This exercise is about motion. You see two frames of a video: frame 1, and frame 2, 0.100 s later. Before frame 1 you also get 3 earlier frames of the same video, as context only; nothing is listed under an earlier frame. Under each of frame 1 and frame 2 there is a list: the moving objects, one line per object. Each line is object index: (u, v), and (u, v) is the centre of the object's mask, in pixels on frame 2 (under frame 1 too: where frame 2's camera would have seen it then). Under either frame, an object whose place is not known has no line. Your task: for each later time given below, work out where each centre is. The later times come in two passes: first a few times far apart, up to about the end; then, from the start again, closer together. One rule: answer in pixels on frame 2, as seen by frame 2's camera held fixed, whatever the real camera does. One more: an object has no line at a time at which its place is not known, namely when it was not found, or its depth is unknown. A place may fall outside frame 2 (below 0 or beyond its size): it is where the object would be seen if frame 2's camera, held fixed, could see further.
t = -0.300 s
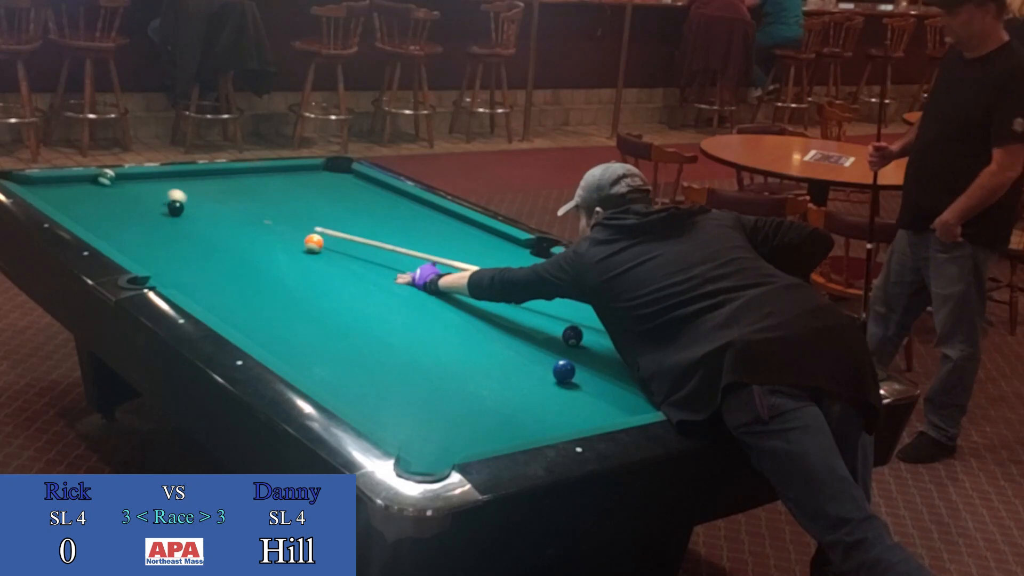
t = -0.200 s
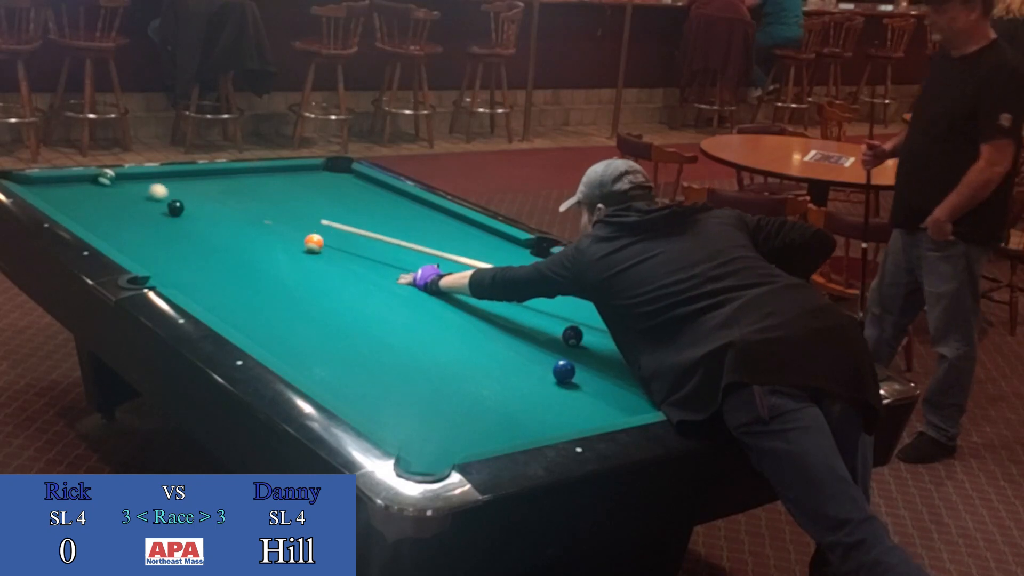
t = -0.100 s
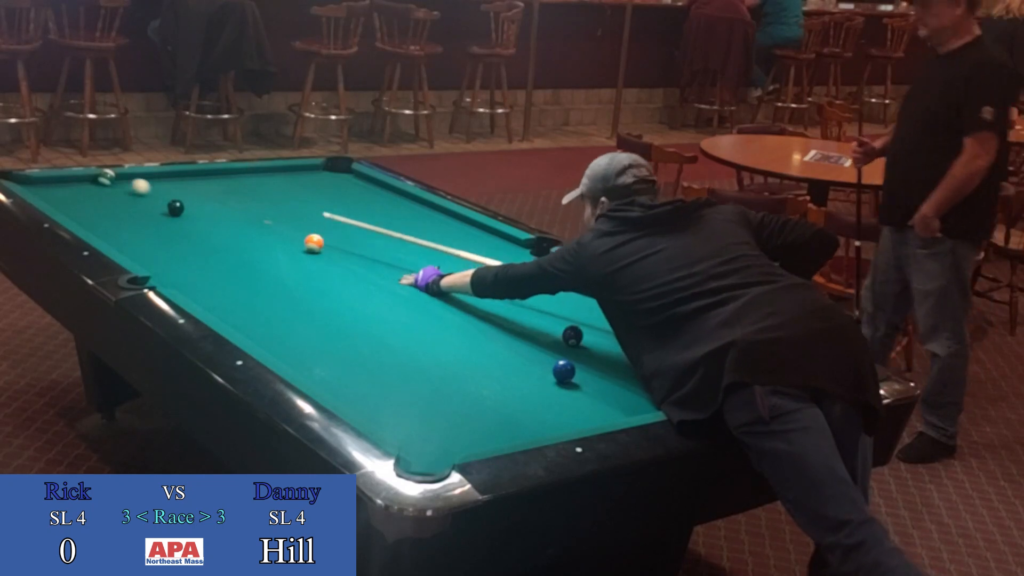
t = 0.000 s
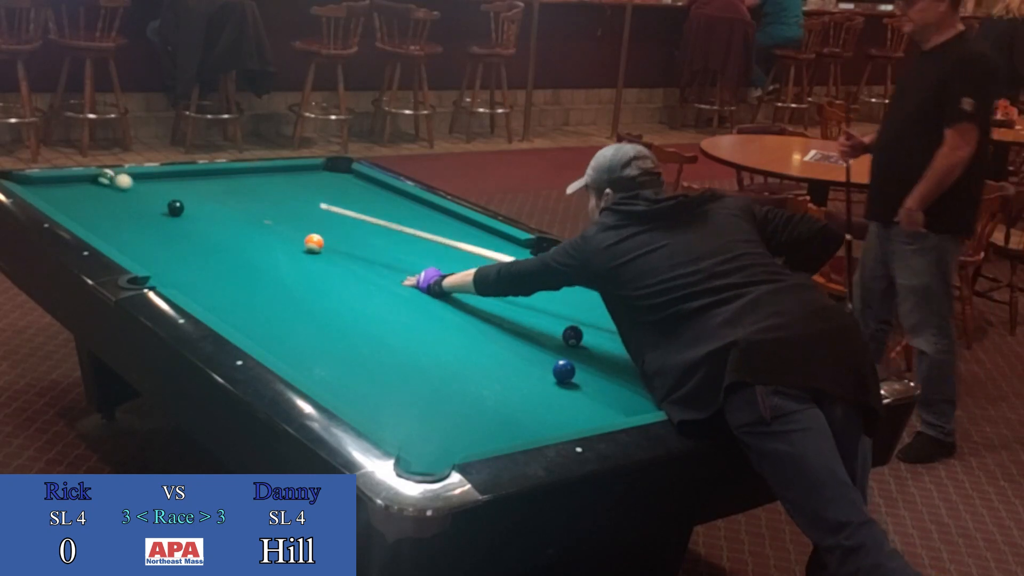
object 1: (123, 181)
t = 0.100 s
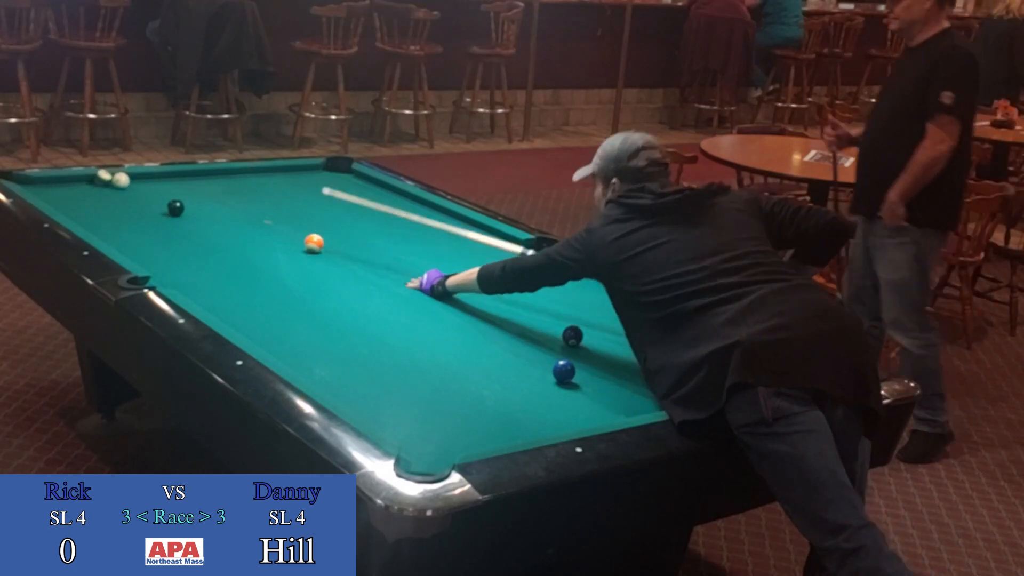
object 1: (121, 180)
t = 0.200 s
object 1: (125, 181)
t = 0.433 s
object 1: (132, 181)
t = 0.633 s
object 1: (138, 181)
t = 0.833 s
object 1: (143, 182)
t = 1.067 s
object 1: (147, 182)
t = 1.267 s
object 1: (150, 182)
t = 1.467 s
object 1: (152, 182)
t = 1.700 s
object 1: (153, 182)
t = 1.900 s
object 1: (153, 182)
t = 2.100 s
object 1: (153, 182)
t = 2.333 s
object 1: (153, 182)
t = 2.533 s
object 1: (153, 182)
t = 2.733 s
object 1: (153, 182)
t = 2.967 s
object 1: (153, 182)
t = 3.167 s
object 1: (153, 182)
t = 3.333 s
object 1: (153, 182)
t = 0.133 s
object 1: (122, 181)
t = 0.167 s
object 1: (124, 181)
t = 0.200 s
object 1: (125, 181)
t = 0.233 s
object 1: (126, 181)
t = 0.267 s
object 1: (127, 181)
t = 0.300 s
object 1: (129, 181)
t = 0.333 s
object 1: (129, 181)
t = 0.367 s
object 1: (130, 181)
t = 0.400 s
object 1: (131, 181)
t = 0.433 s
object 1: (132, 181)
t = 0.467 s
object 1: (133, 181)
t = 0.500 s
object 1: (134, 181)
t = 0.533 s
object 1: (135, 181)
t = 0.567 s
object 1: (136, 181)
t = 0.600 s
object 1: (137, 181)
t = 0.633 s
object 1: (138, 181)
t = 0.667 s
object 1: (139, 182)
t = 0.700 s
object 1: (140, 182)
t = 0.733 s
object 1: (140, 182)
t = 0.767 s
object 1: (141, 182)
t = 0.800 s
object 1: (142, 182)
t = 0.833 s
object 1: (143, 182)
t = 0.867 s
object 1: (144, 182)
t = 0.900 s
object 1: (144, 182)
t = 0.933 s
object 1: (145, 182)
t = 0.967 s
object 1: (146, 182)
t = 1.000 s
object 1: (146, 182)
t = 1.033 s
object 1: (147, 182)
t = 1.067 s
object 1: (147, 182)
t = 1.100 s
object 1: (148, 182)
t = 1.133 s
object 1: (148, 182)
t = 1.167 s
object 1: (149, 182)
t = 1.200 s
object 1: (149, 182)
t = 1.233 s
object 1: (150, 182)
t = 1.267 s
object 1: (150, 182)
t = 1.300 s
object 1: (150, 182)
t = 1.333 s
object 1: (151, 182)
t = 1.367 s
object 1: (151, 182)
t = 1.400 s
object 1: (151, 182)
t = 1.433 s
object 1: (151, 182)
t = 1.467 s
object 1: (152, 182)
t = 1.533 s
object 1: (152, 182)
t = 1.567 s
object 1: (152, 182)
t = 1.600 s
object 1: (152, 182)
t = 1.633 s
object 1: (152, 182)
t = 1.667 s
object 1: (153, 182)
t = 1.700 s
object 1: (153, 182)
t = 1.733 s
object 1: (153, 182)
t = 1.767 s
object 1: (153, 182)
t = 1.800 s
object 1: (153, 182)
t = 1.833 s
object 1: (153, 182)
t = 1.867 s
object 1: (153, 182)
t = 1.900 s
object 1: (153, 182)
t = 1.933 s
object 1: (153, 182)
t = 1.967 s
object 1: (153, 182)
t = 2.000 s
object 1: (153, 182)
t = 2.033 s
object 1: (153, 182)
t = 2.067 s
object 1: (153, 182)
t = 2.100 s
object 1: (153, 182)
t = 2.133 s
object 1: (153, 182)
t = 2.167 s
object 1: (153, 182)
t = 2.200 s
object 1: (153, 182)
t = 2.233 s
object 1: (153, 182)
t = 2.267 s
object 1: (153, 182)
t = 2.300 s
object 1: (153, 182)
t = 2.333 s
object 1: (153, 182)
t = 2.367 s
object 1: (153, 182)
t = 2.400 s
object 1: (153, 182)
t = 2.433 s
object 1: (153, 182)
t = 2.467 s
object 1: (153, 182)
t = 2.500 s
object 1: (153, 182)
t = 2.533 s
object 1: (153, 182)
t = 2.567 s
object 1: (153, 182)
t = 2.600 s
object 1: (153, 182)
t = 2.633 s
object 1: (153, 182)
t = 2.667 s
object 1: (153, 182)
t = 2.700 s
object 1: (153, 182)
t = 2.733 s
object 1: (153, 182)
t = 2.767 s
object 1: (153, 182)
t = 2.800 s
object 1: (153, 182)
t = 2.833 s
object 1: (153, 182)
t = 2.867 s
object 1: (153, 182)
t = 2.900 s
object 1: (153, 182)
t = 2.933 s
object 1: (153, 182)
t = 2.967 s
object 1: (153, 182)
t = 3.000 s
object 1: (153, 182)
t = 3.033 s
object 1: (153, 182)
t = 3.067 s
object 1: (153, 182)
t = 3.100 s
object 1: (153, 182)
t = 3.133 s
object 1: (153, 182)
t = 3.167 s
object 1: (153, 182)
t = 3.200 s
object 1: (153, 182)
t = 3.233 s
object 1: (153, 182)
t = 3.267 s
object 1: (153, 182)
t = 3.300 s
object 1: (153, 182)
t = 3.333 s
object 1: (153, 182)
